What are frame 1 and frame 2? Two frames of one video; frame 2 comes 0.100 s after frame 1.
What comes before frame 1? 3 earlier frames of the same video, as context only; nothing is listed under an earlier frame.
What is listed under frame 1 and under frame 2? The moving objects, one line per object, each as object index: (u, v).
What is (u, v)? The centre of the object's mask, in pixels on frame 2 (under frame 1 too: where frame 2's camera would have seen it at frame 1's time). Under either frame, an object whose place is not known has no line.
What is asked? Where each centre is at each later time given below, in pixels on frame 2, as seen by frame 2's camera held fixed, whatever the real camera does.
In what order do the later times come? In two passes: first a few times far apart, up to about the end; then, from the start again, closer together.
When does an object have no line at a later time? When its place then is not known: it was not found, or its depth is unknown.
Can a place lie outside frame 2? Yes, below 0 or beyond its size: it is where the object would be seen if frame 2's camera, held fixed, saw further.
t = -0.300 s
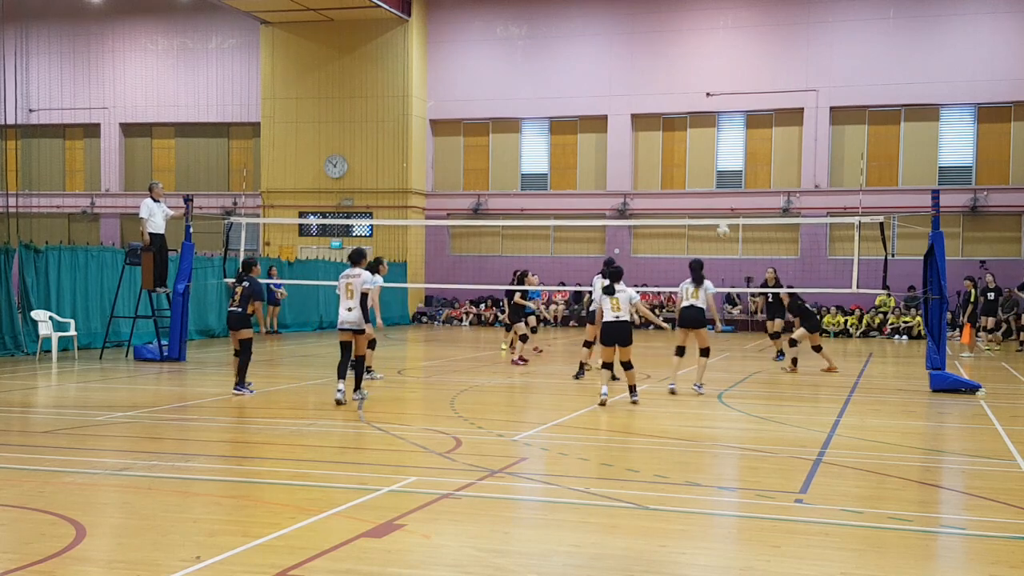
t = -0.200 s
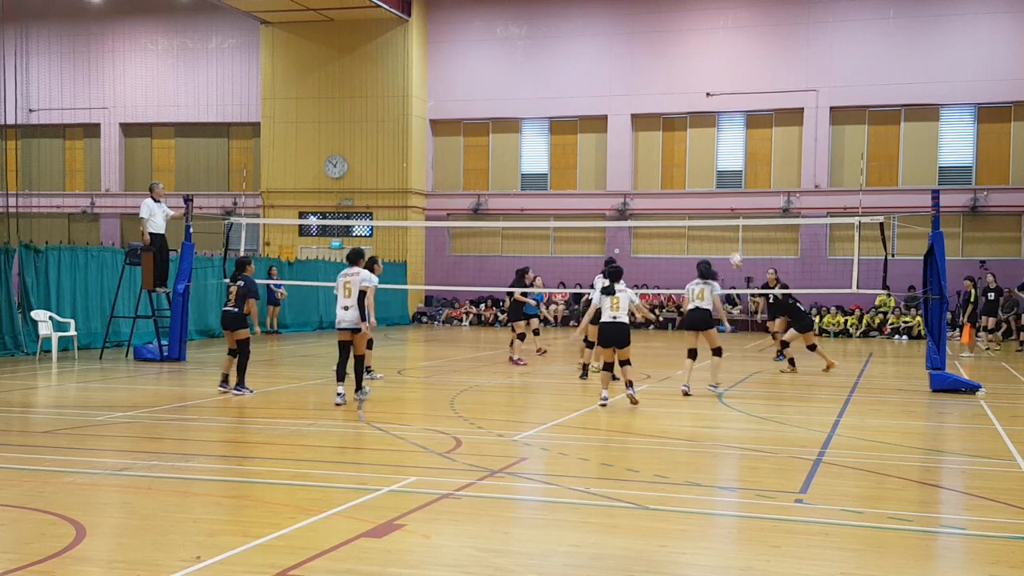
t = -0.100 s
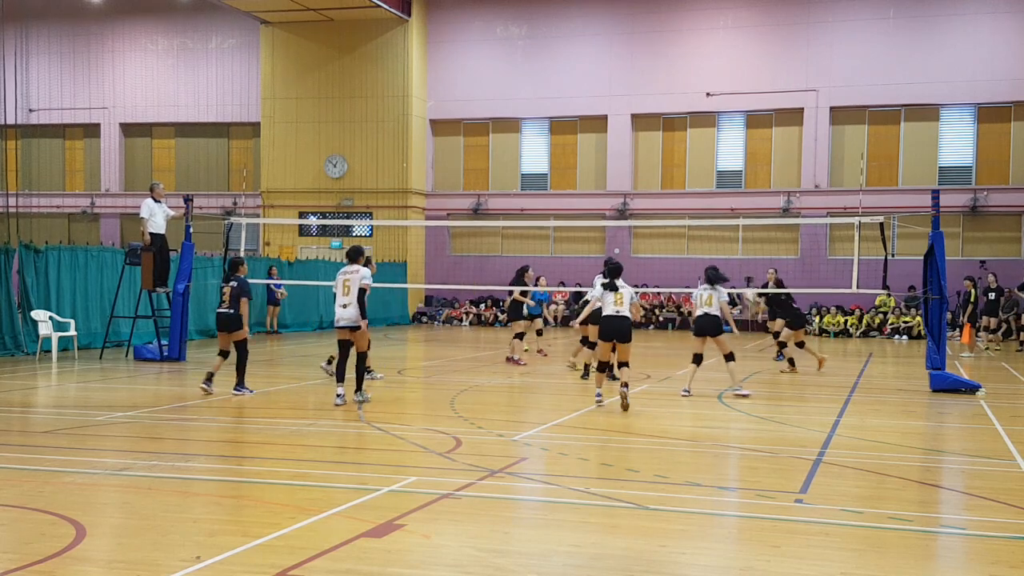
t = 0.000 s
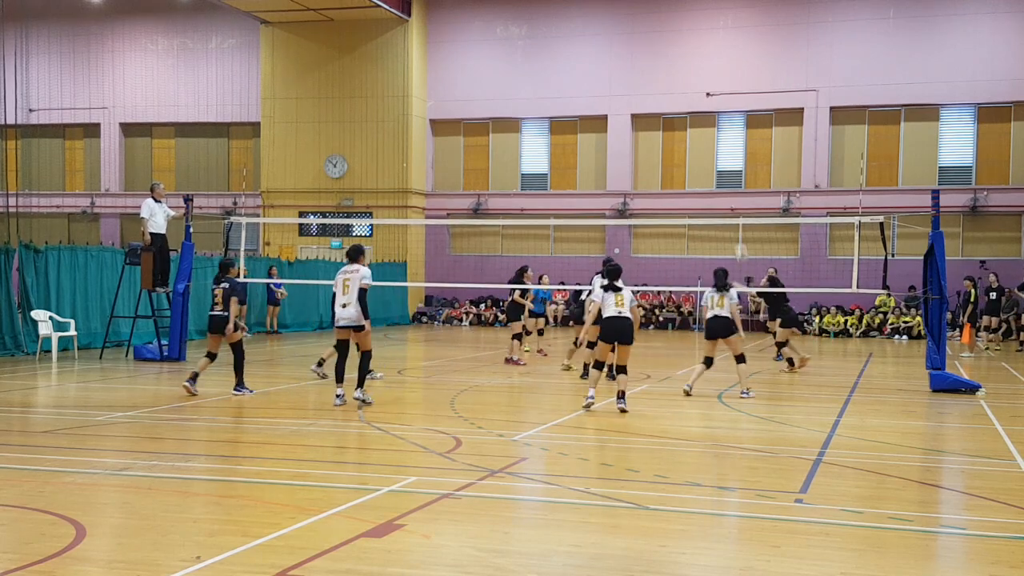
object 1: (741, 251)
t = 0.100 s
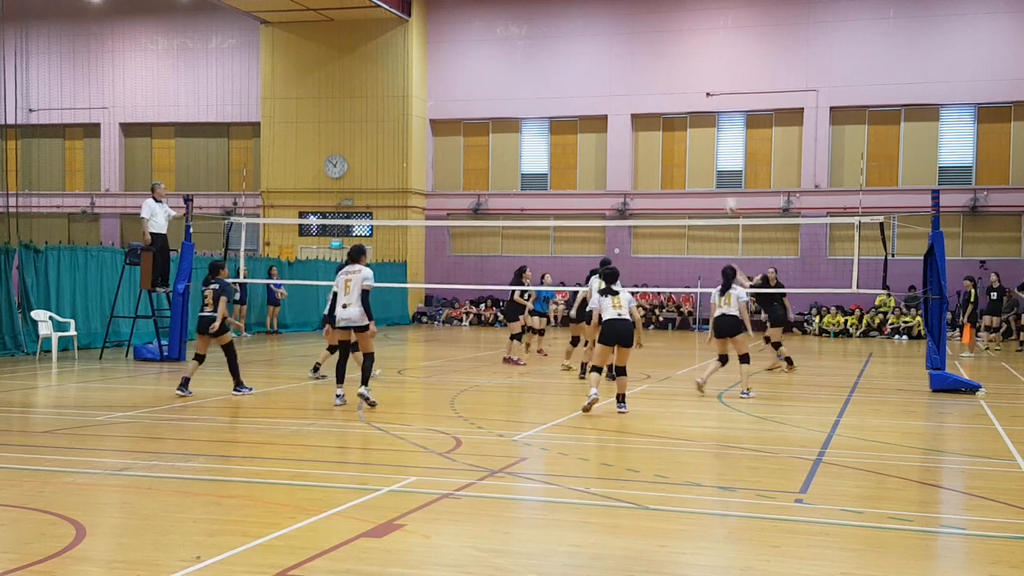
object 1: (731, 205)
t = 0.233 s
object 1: (714, 152)
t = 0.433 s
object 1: (694, 96)
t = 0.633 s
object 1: (672, 64)
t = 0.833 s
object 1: (649, 57)
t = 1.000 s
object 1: (631, 71)
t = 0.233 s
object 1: (714, 152)
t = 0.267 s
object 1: (711, 140)
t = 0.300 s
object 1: (708, 129)
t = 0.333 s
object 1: (705, 120)
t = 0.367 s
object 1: (701, 111)
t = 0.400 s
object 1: (697, 103)
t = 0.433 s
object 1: (694, 96)
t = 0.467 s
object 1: (690, 88)
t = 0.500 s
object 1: (686, 82)
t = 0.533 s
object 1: (683, 76)
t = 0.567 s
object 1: (679, 72)
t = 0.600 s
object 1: (676, 67)
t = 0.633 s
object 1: (672, 64)
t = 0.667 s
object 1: (668, 61)
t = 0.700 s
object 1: (664, 59)
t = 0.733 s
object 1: (660, 57)
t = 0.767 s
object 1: (657, 57)
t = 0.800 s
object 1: (653, 57)
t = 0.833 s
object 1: (649, 57)
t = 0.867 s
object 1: (646, 58)
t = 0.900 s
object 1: (642, 61)
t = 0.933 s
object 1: (638, 63)
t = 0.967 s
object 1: (635, 67)
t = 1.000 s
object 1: (631, 71)
